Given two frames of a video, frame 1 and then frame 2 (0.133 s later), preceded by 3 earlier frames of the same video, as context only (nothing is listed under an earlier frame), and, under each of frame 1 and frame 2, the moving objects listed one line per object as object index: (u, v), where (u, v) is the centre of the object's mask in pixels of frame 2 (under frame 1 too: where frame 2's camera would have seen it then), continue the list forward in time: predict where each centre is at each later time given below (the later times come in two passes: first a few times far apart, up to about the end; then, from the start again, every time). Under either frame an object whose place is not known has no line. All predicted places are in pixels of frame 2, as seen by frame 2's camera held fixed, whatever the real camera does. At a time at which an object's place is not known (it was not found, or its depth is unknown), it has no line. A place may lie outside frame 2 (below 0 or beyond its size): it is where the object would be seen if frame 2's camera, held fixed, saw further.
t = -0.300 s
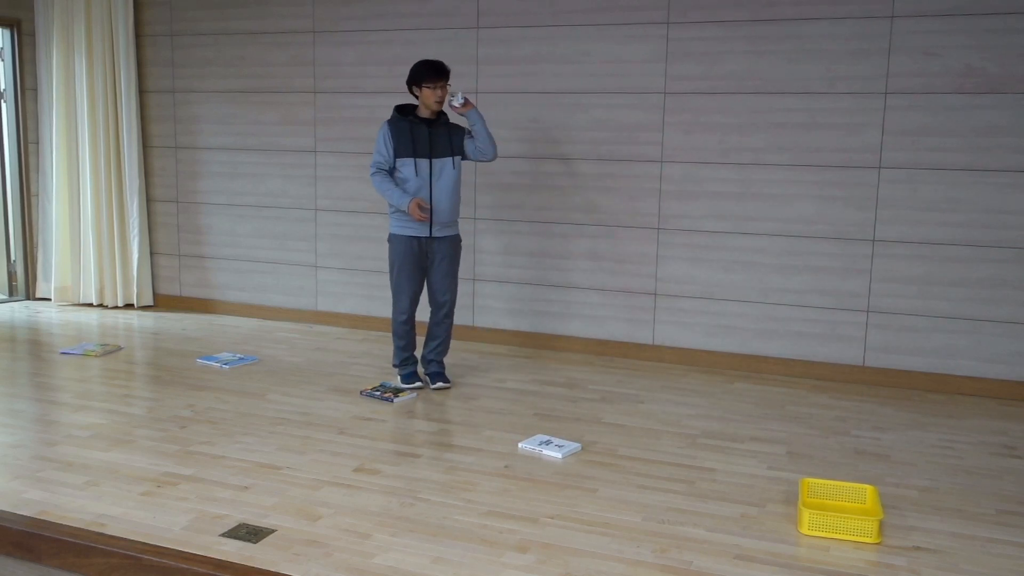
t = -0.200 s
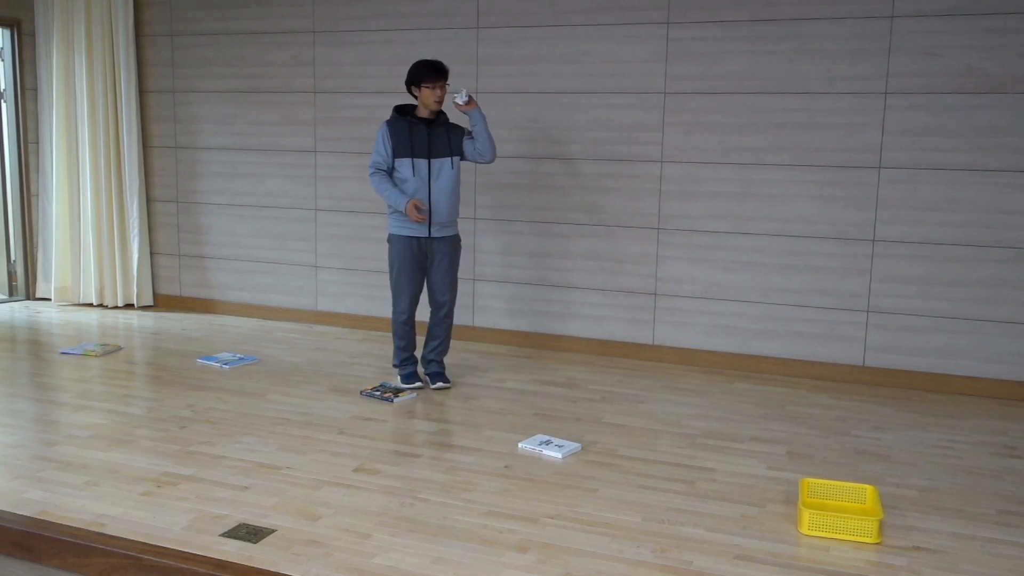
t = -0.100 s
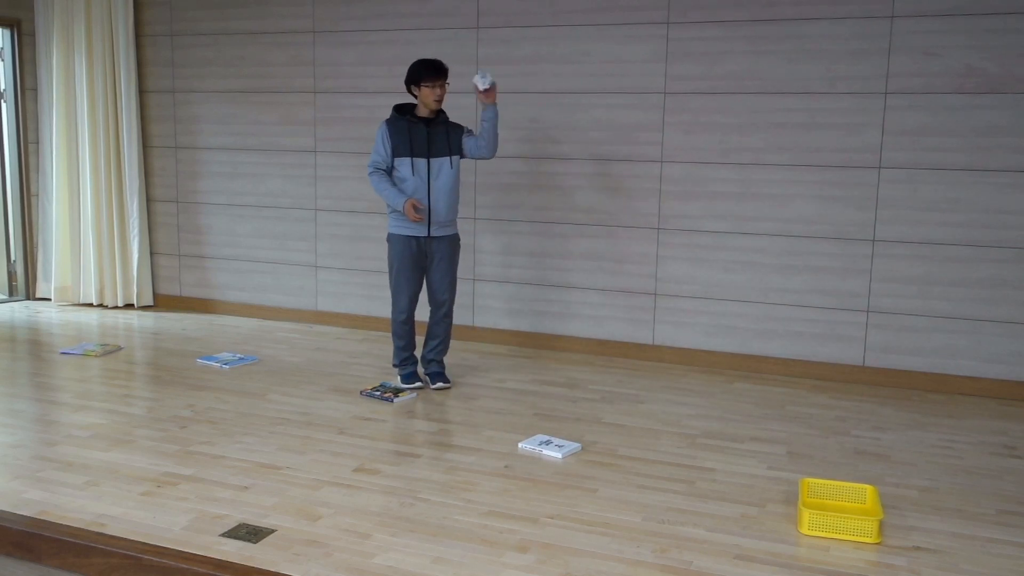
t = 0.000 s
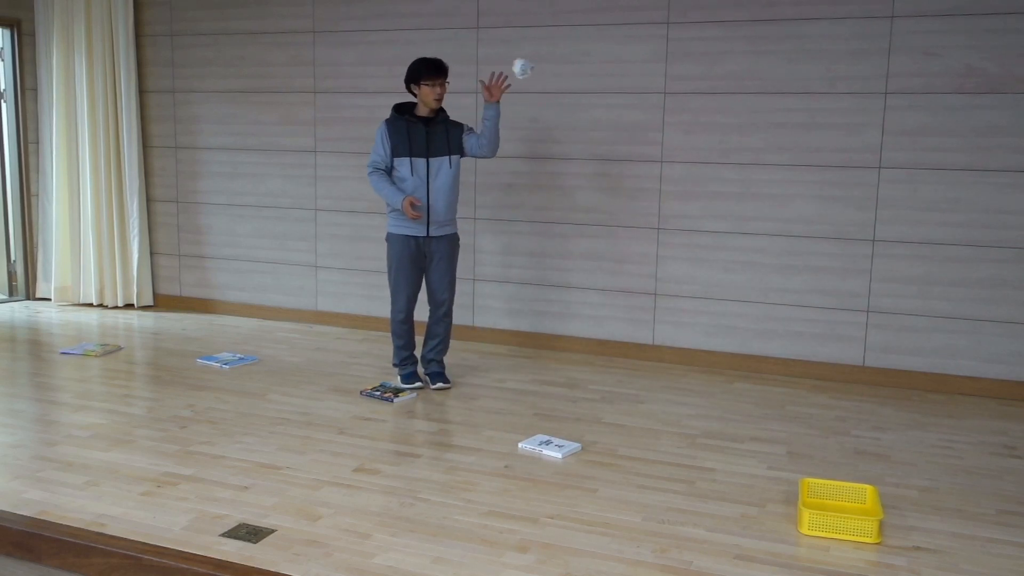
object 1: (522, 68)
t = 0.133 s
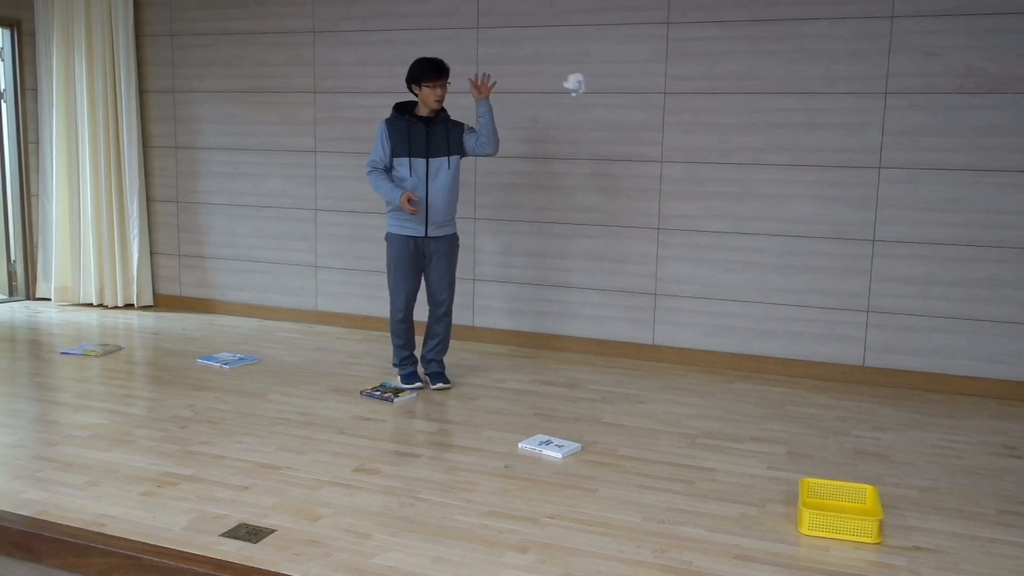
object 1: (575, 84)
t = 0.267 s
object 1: (626, 135)
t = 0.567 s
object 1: (725, 393)
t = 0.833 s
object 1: (792, 457)
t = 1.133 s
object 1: (863, 480)
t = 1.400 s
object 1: (904, 497)
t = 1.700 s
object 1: (931, 503)
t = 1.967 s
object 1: (936, 505)
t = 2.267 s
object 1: (931, 503)
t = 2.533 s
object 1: (932, 504)
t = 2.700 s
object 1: (933, 505)
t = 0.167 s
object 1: (588, 94)
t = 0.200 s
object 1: (600, 105)
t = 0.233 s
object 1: (613, 118)
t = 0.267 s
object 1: (626, 135)
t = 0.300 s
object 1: (638, 156)
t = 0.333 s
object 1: (650, 179)
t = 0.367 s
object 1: (662, 203)
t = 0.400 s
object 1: (673, 230)
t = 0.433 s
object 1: (684, 259)
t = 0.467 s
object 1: (695, 290)
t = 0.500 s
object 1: (705, 323)
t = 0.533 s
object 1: (715, 358)
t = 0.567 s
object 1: (725, 393)
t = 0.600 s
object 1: (735, 429)
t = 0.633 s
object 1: (743, 465)
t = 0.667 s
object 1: (753, 460)
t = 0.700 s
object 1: (761, 455)
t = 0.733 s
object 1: (770, 452)
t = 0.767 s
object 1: (777, 452)
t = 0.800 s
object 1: (784, 454)
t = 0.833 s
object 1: (792, 457)
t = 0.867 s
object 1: (799, 463)
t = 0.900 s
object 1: (808, 469)
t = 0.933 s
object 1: (819, 474)
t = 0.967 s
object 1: (826, 474)
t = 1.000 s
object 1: (834, 474)
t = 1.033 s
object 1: (842, 475)
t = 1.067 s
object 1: (848, 477)
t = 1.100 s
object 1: (855, 479)
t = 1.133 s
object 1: (863, 480)
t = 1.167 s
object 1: (869, 482)
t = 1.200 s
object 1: (876, 486)
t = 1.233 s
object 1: (883, 490)
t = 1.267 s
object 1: (888, 495)
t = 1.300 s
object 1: (892, 498)
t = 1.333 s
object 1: (895, 496)
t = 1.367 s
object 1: (900, 497)
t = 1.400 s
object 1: (904, 497)
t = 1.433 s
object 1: (907, 498)
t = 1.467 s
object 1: (909, 498)
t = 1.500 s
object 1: (912, 499)
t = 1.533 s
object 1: (914, 499)
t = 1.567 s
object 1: (918, 500)
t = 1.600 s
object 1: (921, 501)
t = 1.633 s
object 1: (925, 502)
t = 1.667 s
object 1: (928, 502)
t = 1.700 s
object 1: (931, 503)
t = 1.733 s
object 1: (933, 504)
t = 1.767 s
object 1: (935, 505)
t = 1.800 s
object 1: (937, 505)
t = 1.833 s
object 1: (938, 505)
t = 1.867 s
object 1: (938, 505)
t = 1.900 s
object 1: (937, 505)
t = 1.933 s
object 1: (936, 505)
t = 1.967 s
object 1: (936, 505)
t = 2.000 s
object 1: (935, 505)
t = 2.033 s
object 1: (934, 505)
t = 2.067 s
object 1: (934, 505)
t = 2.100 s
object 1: (932, 505)
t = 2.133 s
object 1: (932, 504)
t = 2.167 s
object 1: (932, 504)
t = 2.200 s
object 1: (932, 504)
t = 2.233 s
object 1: (931, 503)
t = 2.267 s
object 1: (931, 503)
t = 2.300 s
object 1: (931, 503)
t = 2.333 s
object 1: (931, 503)
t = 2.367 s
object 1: (931, 503)
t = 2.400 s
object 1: (931, 503)
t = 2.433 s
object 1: (931, 503)
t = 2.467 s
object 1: (931, 503)
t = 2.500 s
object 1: (931, 503)
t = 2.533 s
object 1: (932, 504)
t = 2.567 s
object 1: (932, 504)
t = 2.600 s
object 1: (932, 504)
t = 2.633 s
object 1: (933, 504)
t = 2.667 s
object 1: (933, 505)
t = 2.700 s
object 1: (933, 505)
